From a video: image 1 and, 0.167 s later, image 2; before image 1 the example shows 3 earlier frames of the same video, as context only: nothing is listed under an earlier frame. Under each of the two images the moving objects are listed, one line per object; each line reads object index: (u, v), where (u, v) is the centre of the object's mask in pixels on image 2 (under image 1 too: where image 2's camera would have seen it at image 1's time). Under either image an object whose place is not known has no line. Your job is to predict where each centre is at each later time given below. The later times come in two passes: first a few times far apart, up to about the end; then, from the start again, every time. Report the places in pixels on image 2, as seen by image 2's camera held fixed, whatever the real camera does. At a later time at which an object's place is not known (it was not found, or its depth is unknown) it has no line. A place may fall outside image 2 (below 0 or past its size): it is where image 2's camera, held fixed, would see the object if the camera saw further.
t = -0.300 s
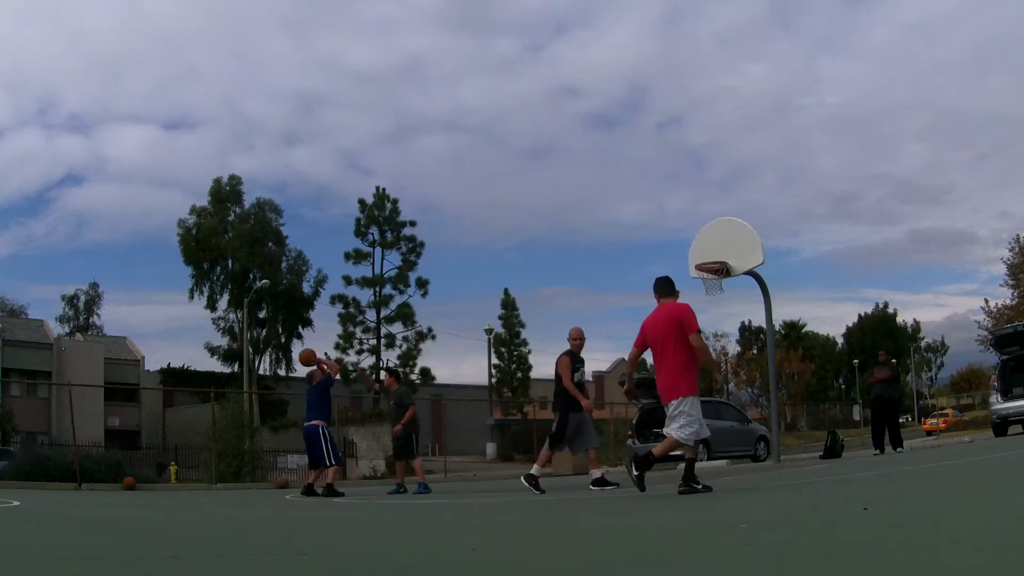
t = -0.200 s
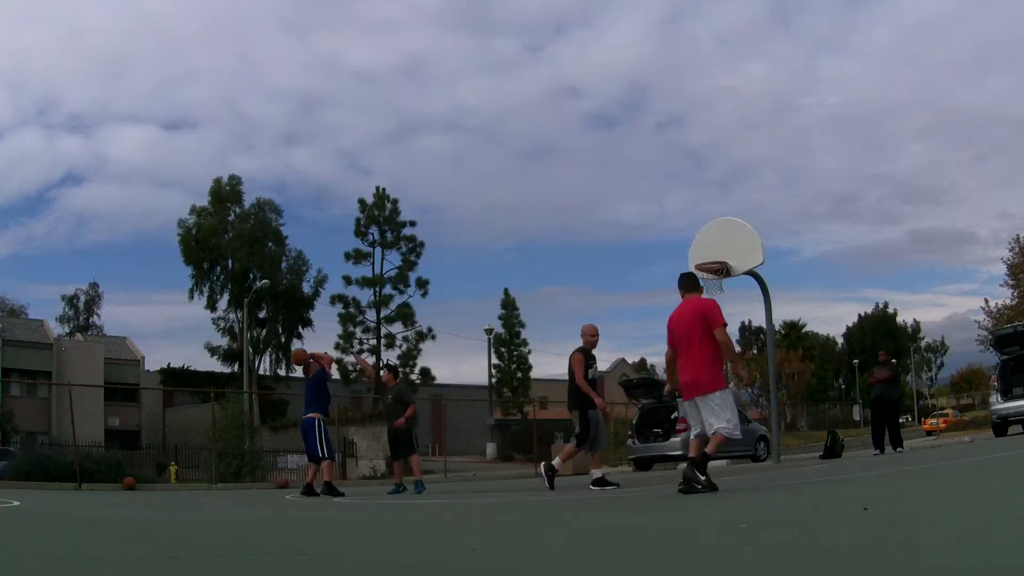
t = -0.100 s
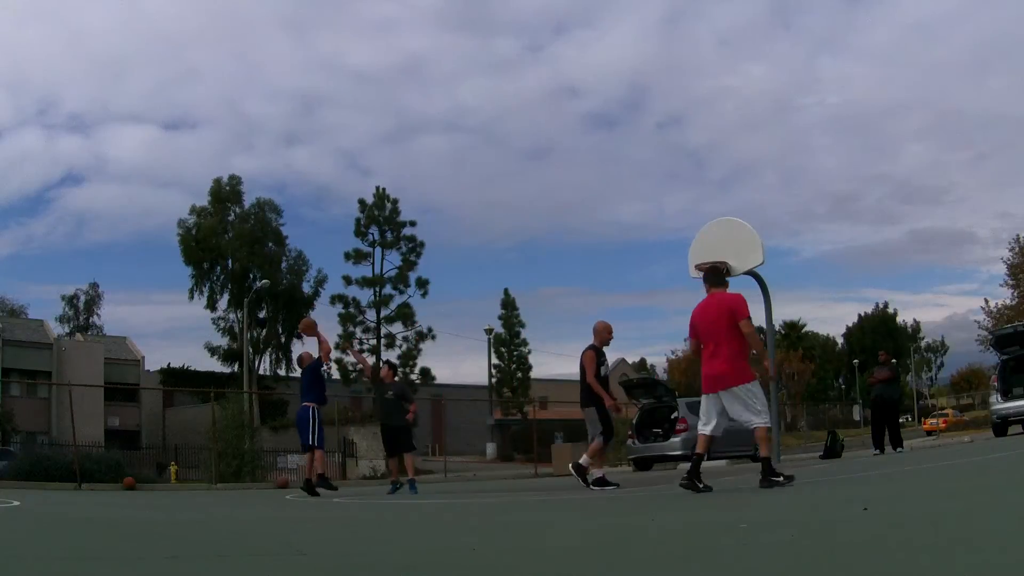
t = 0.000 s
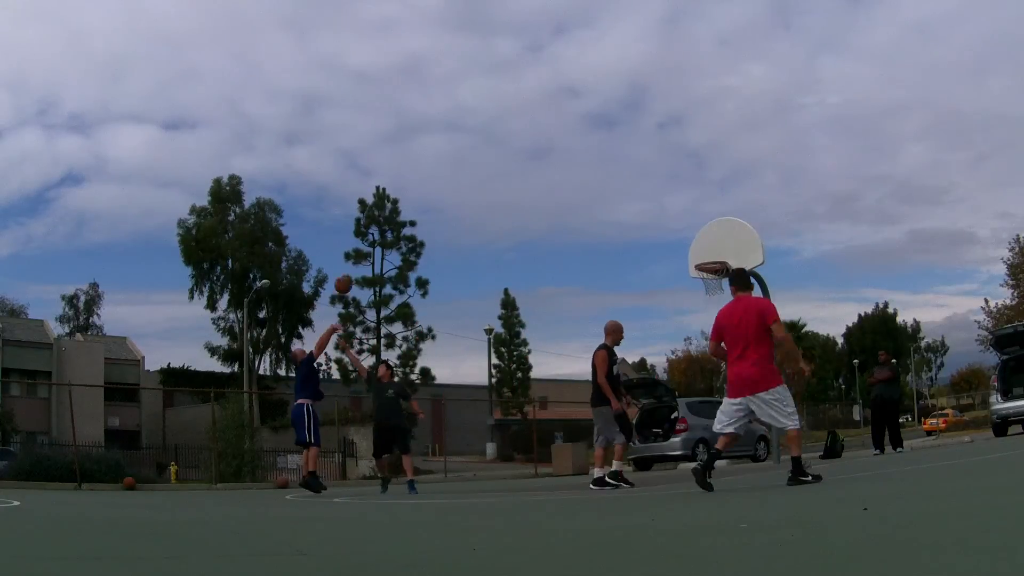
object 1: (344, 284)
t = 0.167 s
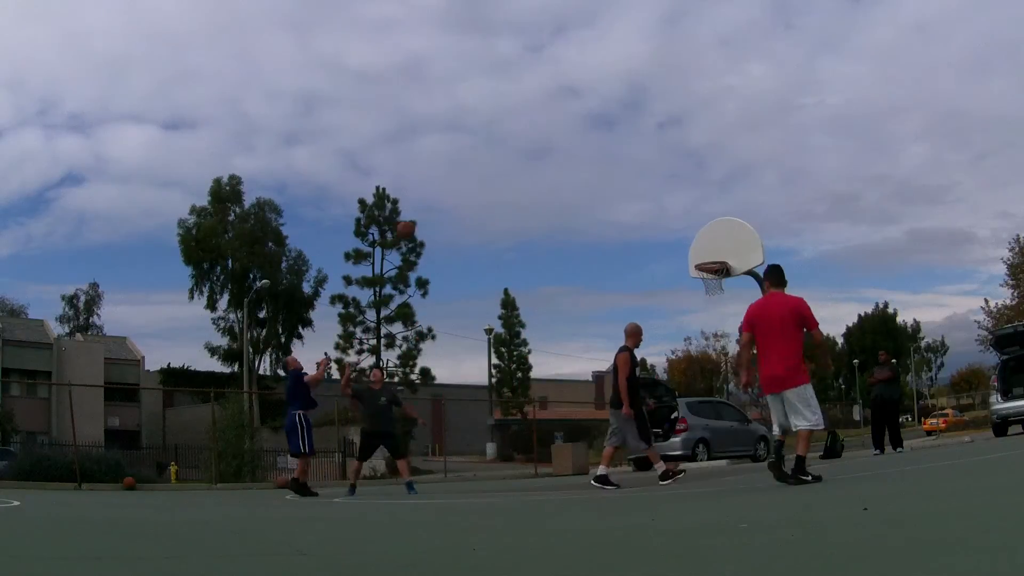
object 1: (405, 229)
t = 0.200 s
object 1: (418, 221)
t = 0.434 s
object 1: (503, 185)
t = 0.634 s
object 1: (572, 185)
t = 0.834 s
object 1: (639, 213)
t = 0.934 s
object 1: (672, 237)
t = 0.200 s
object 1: (418, 221)
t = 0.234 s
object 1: (431, 213)
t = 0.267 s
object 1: (443, 206)
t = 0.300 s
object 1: (455, 201)
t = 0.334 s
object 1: (467, 196)
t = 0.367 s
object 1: (479, 191)
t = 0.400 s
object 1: (491, 188)
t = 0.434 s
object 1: (503, 185)
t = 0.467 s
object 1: (514, 183)
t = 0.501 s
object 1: (526, 182)
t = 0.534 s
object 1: (538, 182)
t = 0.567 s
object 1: (549, 182)
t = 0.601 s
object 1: (560, 183)
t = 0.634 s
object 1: (572, 185)
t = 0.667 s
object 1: (583, 188)
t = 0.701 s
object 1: (594, 192)
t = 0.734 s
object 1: (606, 196)
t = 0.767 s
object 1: (617, 201)
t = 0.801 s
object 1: (628, 207)
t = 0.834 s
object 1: (639, 213)
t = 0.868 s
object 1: (650, 220)
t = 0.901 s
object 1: (661, 228)
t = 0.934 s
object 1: (672, 237)
